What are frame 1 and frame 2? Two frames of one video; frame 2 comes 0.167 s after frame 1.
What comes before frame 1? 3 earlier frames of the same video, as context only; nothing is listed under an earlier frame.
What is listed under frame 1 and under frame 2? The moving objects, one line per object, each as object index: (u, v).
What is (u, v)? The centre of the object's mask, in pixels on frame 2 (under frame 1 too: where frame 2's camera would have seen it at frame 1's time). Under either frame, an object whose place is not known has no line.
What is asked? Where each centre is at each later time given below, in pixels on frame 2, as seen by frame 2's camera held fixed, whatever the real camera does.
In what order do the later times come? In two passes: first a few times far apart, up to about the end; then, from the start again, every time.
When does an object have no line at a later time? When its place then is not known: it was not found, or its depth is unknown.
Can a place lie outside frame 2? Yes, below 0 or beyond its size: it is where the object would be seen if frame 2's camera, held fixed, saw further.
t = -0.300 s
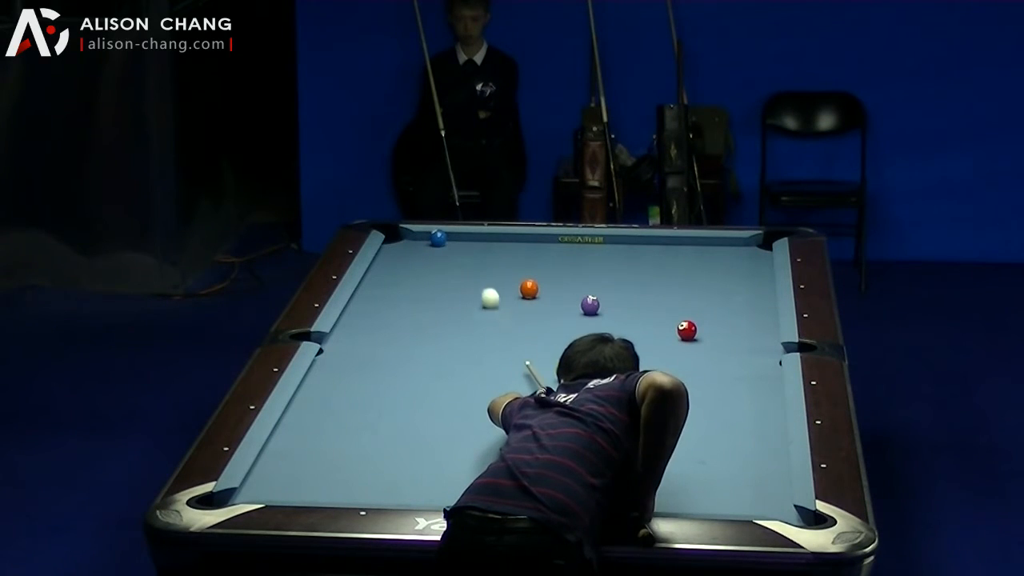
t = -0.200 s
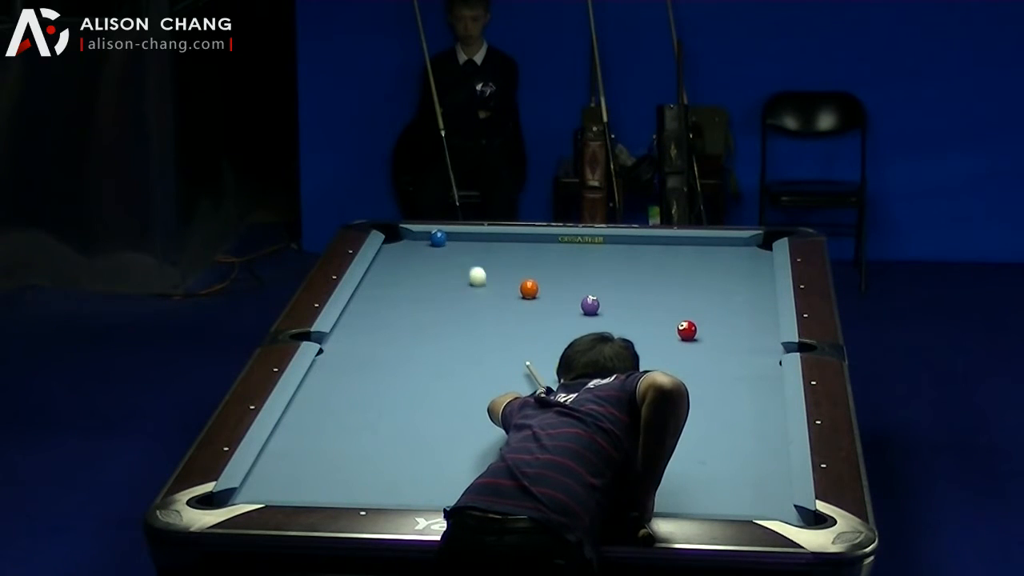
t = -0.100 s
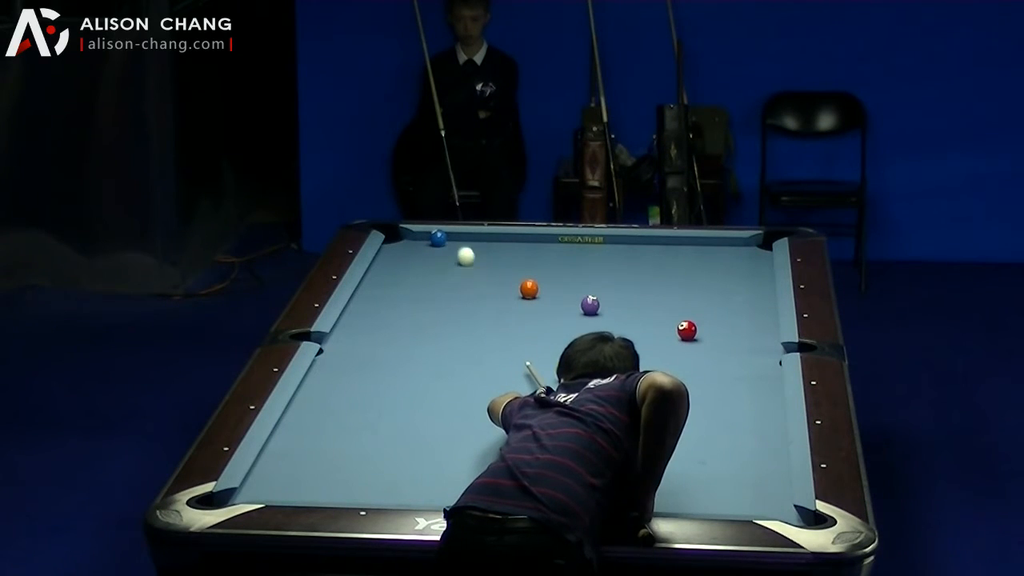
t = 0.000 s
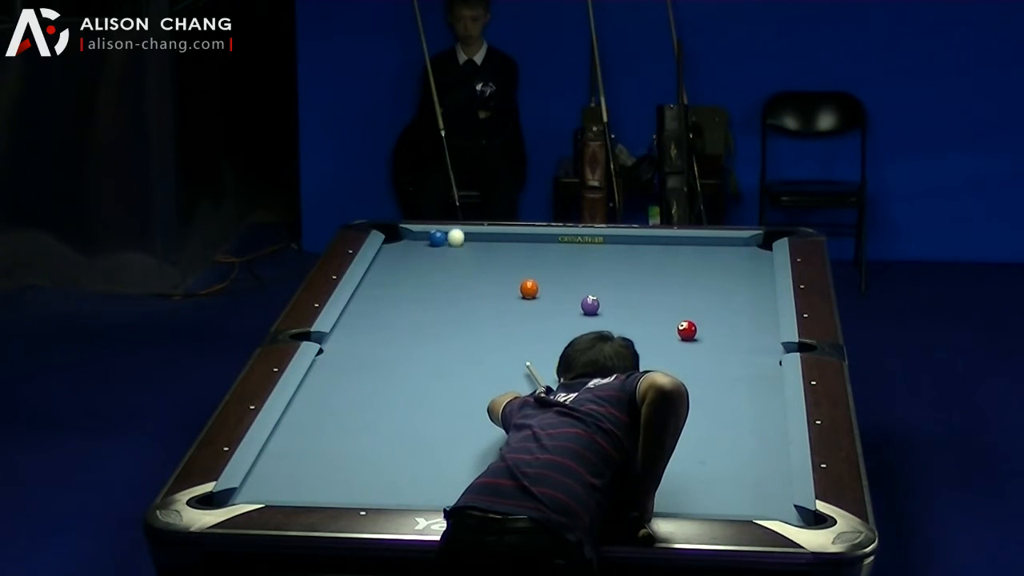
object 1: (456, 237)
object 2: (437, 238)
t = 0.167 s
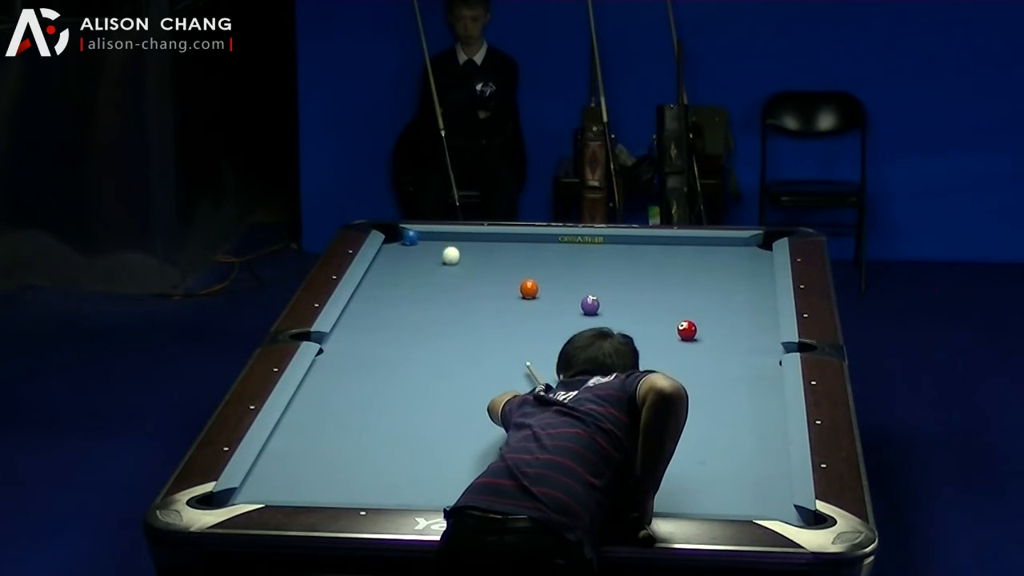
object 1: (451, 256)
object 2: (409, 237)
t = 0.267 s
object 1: (446, 267)
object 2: (396, 236)
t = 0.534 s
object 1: (431, 296)
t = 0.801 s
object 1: (414, 328)
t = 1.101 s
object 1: (395, 366)
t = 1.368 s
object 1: (375, 404)
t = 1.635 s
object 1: (355, 445)
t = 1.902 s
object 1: (332, 489)
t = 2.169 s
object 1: (336, 479)
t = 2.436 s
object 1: (348, 452)
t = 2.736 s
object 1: (360, 425)
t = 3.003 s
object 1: (371, 404)
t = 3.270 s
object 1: (380, 384)
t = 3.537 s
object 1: (388, 366)
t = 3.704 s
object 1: (392, 355)
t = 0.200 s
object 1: (449, 260)
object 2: (405, 236)
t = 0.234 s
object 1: (447, 263)
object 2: (400, 236)
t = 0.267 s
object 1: (446, 267)
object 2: (396, 236)
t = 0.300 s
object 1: (444, 271)
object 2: (392, 236)
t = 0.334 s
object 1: (442, 274)
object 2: (388, 235)
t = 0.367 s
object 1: (440, 278)
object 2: (387, 235)
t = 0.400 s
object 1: (438, 281)
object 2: (387, 236)
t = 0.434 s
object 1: (436, 285)
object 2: (387, 239)
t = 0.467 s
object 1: (434, 289)
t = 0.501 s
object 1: (433, 293)
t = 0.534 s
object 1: (431, 296)
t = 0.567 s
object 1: (429, 300)
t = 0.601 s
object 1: (427, 304)
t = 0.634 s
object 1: (425, 308)
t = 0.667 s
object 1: (423, 312)
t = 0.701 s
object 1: (421, 316)
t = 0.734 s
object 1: (419, 320)
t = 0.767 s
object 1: (417, 324)
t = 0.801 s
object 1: (414, 328)
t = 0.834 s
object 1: (412, 332)
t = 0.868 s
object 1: (410, 336)
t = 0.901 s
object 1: (408, 340)
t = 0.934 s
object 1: (406, 345)
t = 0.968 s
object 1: (404, 349)
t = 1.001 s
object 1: (401, 353)
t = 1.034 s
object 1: (399, 358)
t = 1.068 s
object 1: (397, 362)
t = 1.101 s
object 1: (395, 366)
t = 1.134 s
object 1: (393, 371)
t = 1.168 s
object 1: (390, 376)
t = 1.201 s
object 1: (387, 380)
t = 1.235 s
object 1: (385, 385)
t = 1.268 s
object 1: (383, 390)
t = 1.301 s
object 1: (380, 394)
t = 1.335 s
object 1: (378, 399)
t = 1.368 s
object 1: (375, 404)
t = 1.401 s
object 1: (373, 409)
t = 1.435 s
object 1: (370, 414)
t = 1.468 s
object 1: (368, 419)
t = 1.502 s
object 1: (365, 424)
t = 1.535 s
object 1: (363, 429)
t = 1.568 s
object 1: (360, 435)
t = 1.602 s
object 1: (357, 440)
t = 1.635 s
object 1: (355, 445)
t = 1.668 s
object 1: (352, 450)
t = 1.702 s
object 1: (349, 456)
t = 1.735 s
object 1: (346, 462)
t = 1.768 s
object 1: (343, 467)
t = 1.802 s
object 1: (341, 472)
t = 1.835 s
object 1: (338, 478)
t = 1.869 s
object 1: (335, 484)
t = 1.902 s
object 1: (332, 489)
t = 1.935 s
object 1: (329, 492)
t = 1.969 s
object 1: (327, 495)
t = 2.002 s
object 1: (328, 494)
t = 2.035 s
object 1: (330, 491)
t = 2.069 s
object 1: (332, 489)
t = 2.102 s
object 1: (333, 486)
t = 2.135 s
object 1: (335, 482)
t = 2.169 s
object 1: (336, 479)
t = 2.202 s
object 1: (338, 475)
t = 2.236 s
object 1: (340, 472)
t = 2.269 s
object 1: (341, 469)
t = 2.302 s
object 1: (343, 465)
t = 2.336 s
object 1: (344, 462)
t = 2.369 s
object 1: (346, 459)
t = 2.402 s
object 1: (347, 456)
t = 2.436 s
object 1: (348, 452)
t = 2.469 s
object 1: (350, 449)
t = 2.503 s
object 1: (351, 446)
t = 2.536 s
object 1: (353, 443)
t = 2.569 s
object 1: (354, 440)
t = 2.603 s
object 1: (355, 437)
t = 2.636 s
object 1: (357, 434)
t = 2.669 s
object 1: (358, 431)
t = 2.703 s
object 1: (359, 428)
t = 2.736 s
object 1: (360, 425)
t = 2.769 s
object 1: (362, 423)
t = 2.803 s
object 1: (363, 420)
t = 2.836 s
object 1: (364, 417)
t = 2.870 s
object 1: (366, 414)
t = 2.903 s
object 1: (367, 412)
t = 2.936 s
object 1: (368, 409)
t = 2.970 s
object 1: (369, 406)
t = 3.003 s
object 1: (371, 404)
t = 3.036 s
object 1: (372, 401)
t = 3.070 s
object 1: (373, 399)
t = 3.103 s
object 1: (374, 396)
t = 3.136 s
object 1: (375, 394)
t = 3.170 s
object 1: (377, 391)
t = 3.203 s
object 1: (378, 389)
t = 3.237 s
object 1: (379, 386)
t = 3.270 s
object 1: (380, 384)
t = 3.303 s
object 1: (381, 382)
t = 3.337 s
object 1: (382, 379)
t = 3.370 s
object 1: (383, 377)
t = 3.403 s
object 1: (384, 375)
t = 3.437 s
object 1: (385, 373)
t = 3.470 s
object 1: (386, 370)
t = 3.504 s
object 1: (387, 368)
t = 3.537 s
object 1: (388, 366)
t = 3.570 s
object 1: (389, 364)
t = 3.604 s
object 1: (390, 362)
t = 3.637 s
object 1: (391, 360)
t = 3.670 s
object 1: (392, 357)
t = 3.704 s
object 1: (392, 355)
